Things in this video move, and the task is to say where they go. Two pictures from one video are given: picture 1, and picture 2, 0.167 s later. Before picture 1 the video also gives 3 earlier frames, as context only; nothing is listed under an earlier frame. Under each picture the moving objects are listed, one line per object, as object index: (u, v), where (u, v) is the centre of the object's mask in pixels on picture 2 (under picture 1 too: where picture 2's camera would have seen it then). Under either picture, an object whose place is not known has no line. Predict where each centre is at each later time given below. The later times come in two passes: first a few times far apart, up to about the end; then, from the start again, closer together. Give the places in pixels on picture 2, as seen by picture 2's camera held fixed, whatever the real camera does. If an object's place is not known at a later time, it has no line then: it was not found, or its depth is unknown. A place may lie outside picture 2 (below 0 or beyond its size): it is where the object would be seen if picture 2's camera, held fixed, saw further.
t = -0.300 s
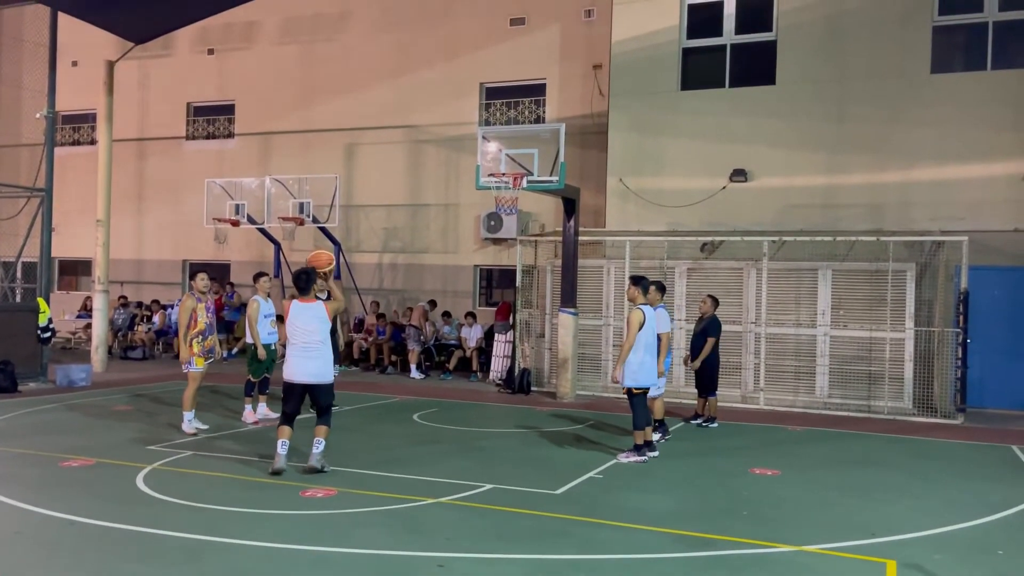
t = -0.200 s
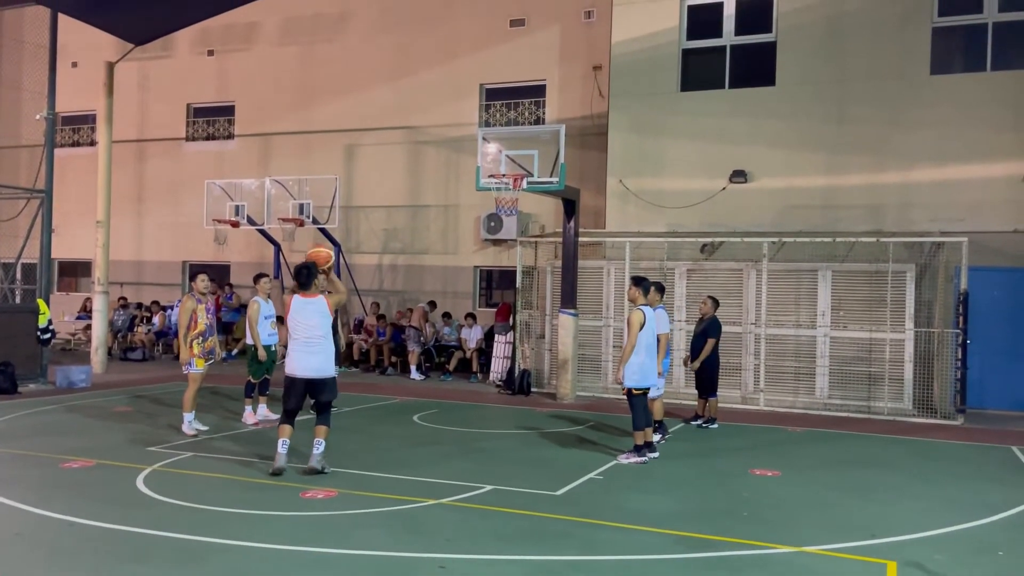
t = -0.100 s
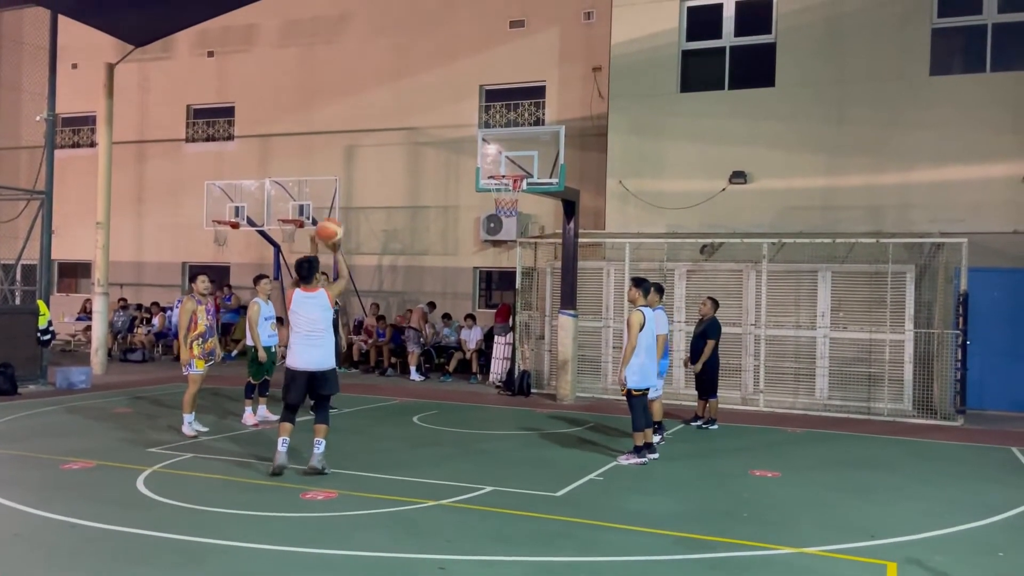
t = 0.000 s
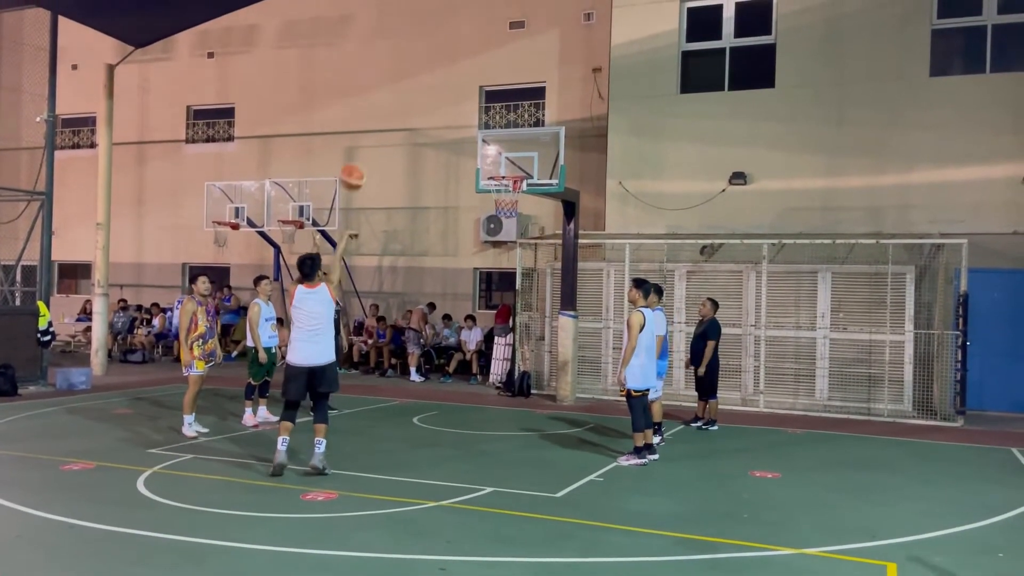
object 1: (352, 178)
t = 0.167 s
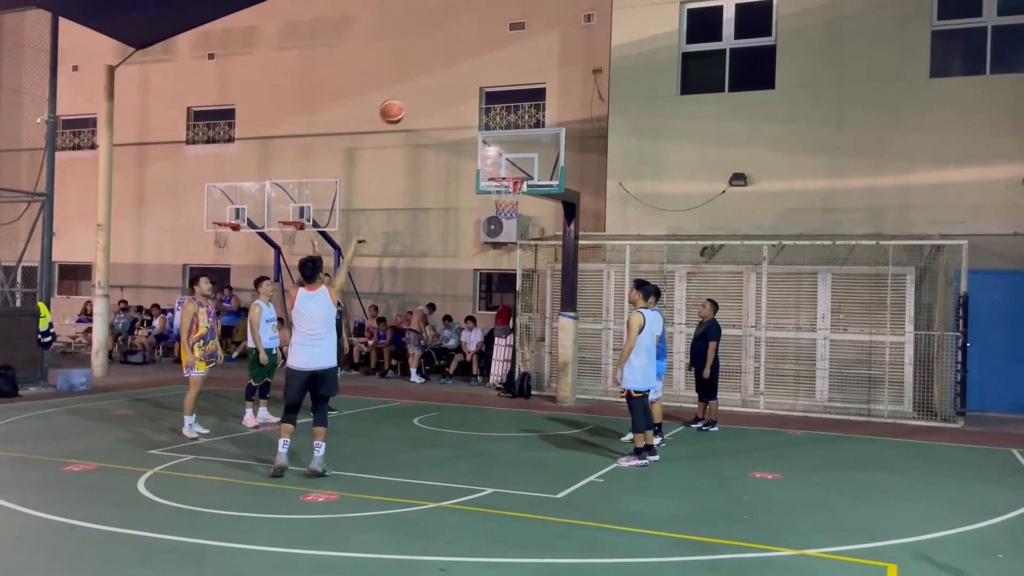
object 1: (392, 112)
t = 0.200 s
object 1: (399, 102)
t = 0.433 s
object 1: (443, 73)
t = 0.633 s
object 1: (475, 88)
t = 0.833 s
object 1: (502, 133)
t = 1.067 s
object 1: (504, 182)
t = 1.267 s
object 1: (498, 195)
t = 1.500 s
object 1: (511, 226)
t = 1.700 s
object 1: (519, 286)
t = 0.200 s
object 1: (399, 102)
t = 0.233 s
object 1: (406, 94)
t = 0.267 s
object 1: (413, 88)
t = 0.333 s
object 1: (426, 79)
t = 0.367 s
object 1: (431, 76)
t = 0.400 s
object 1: (437, 74)
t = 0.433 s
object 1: (443, 73)
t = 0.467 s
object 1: (449, 73)
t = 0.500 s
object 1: (454, 74)
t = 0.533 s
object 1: (460, 76)
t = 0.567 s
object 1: (465, 79)
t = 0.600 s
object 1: (470, 83)
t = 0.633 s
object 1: (475, 88)
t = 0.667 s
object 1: (480, 94)
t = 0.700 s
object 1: (485, 100)
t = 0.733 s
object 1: (490, 107)
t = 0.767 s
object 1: (493, 115)
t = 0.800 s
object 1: (498, 123)
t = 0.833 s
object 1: (502, 133)
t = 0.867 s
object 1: (506, 143)
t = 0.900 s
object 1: (509, 153)
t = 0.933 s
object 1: (513, 166)
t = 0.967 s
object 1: (516, 173)
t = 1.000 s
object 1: (510, 176)
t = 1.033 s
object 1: (505, 181)
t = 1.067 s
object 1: (504, 182)
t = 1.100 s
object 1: (500, 186)
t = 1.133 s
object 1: (497, 187)
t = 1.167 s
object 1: (495, 190)
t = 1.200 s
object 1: (495, 192)
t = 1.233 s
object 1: (496, 194)
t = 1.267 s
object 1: (498, 195)
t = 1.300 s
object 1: (500, 199)
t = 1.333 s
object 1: (500, 200)
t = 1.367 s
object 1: (502, 203)
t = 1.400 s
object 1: (505, 208)
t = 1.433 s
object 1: (507, 213)
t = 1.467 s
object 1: (509, 219)
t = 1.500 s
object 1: (511, 226)
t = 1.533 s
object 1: (512, 233)
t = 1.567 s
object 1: (513, 243)
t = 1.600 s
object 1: (514, 251)
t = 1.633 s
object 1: (516, 261)
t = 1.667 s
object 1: (518, 273)
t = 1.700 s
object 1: (519, 286)
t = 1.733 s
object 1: (521, 299)
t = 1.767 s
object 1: (522, 312)
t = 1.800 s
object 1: (524, 328)
